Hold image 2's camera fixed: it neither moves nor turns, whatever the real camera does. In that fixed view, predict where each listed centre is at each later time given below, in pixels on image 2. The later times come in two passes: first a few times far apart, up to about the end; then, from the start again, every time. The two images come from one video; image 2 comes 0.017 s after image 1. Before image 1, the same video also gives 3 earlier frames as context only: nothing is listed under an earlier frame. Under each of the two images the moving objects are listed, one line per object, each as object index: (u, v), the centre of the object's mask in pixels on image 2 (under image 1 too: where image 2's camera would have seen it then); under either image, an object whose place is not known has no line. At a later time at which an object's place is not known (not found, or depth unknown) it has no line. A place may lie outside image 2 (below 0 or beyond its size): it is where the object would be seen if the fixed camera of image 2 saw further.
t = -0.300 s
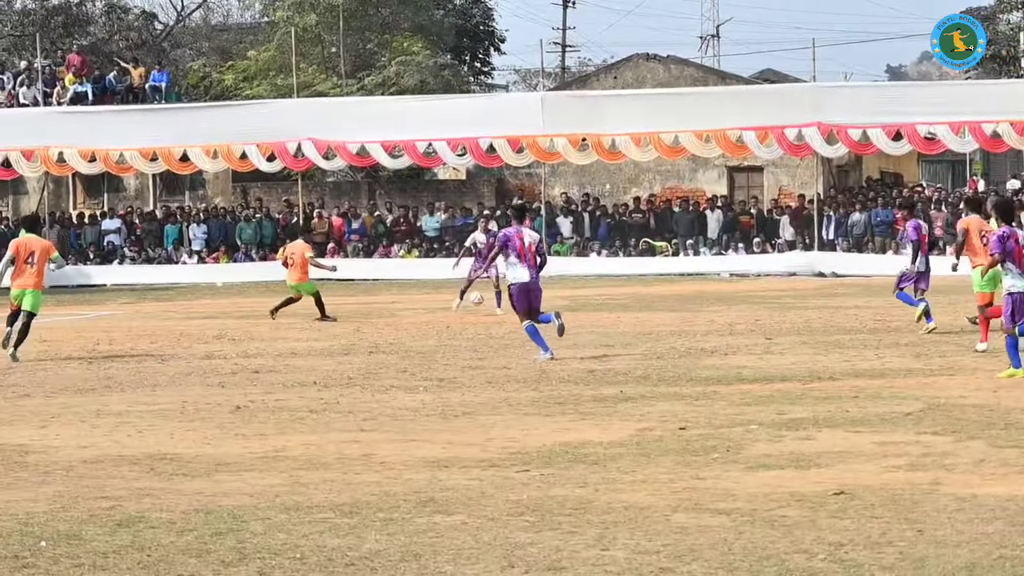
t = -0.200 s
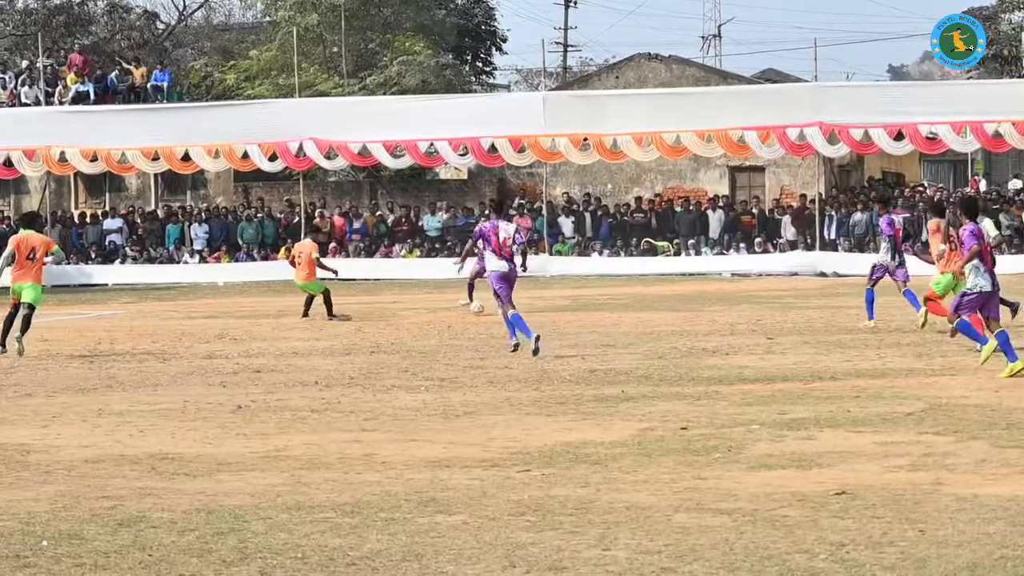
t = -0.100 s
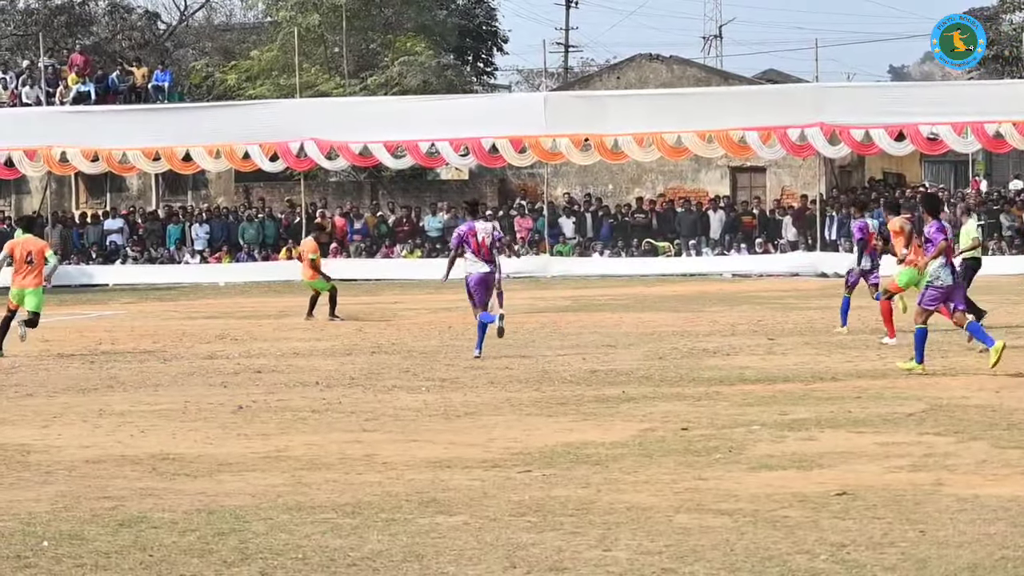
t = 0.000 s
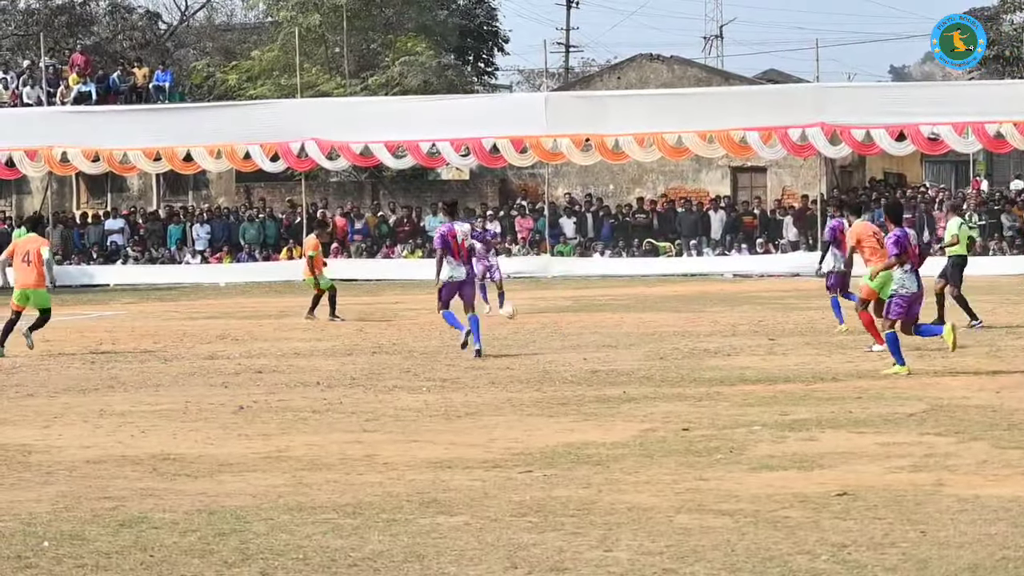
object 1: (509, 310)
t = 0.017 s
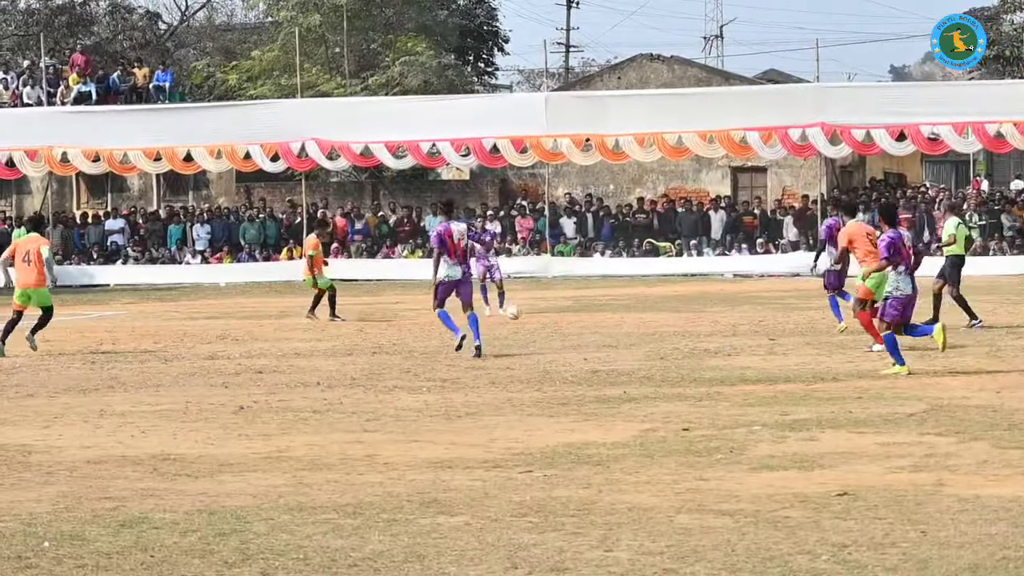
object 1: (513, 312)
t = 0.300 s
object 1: (562, 309)
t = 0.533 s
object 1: (597, 316)
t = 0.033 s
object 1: (516, 312)
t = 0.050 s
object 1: (519, 310)
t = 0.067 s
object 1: (522, 310)
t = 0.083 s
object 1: (525, 310)
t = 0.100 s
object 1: (529, 310)
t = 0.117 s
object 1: (530, 310)
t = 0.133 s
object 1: (534, 310)
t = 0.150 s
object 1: (537, 311)
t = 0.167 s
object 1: (541, 311)
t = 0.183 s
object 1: (543, 312)
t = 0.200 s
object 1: (546, 313)
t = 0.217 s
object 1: (550, 313)
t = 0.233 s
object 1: (552, 312)
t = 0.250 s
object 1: (554, 311)
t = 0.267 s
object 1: (556, 310)
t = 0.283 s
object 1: (559, 309)
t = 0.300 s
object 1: (562, 309)
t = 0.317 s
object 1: (564, 307)
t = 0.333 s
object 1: (565, 306)
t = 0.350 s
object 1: (568, 306)
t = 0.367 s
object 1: (571, 306)
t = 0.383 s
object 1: (574, 306)
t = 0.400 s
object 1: (576, 306)
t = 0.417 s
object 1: (579, 307)
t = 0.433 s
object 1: (581, 308)
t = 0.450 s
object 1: (584, 309)
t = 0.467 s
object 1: (586, 309)
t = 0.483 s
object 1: (589, 311)
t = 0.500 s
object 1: (591, 313)
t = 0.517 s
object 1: (594, 314)
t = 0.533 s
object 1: (597, 316)
